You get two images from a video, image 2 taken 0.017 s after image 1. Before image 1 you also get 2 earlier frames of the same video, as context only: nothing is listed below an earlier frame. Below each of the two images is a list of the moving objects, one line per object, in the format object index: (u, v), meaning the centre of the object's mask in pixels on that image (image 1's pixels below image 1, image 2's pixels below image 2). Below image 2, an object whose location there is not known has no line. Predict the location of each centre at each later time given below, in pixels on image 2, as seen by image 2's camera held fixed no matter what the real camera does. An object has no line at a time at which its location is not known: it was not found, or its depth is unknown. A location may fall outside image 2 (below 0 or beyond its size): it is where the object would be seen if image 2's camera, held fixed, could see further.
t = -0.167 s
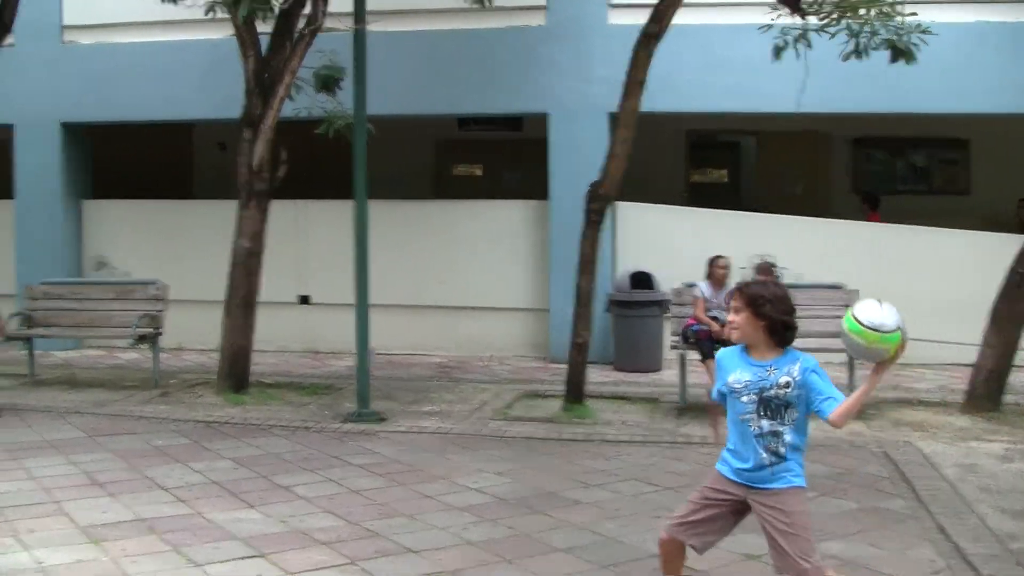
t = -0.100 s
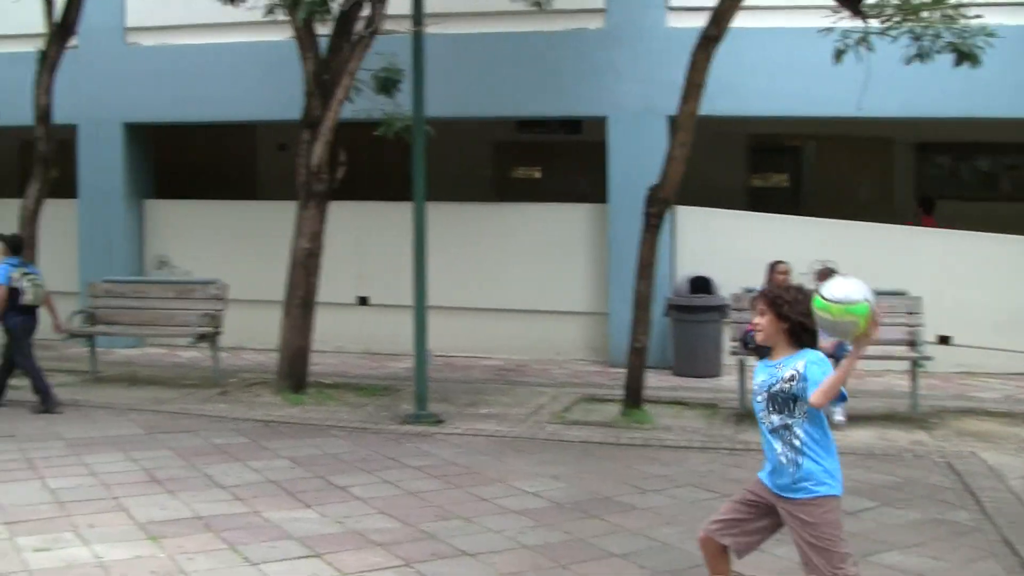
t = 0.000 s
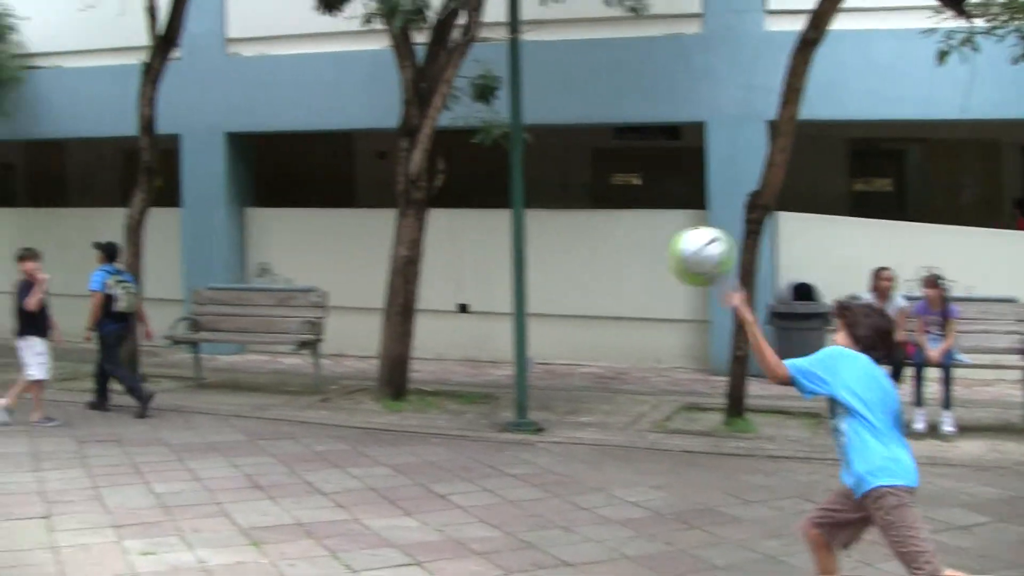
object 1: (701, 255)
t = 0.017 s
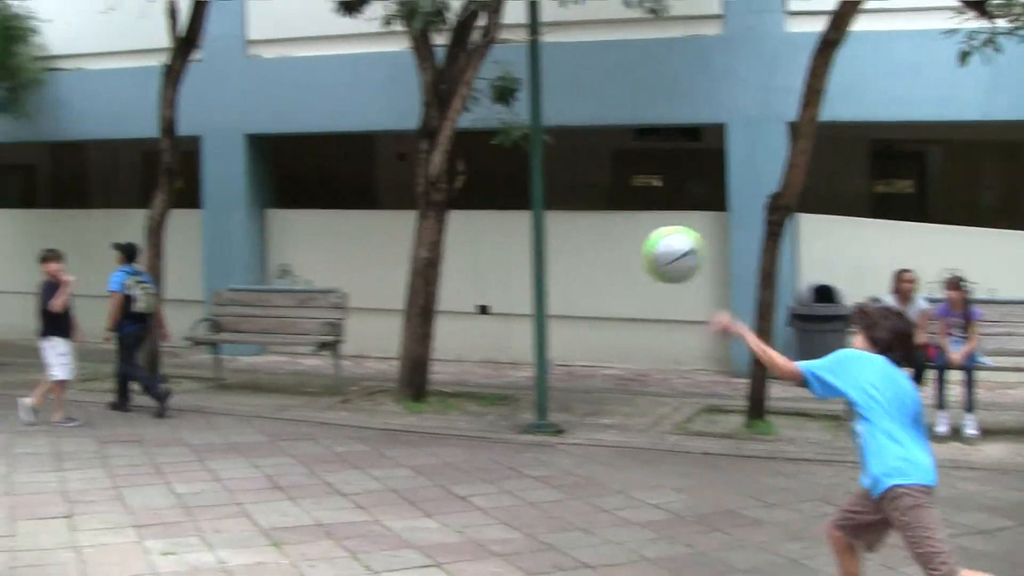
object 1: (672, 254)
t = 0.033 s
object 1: (625, 251)
